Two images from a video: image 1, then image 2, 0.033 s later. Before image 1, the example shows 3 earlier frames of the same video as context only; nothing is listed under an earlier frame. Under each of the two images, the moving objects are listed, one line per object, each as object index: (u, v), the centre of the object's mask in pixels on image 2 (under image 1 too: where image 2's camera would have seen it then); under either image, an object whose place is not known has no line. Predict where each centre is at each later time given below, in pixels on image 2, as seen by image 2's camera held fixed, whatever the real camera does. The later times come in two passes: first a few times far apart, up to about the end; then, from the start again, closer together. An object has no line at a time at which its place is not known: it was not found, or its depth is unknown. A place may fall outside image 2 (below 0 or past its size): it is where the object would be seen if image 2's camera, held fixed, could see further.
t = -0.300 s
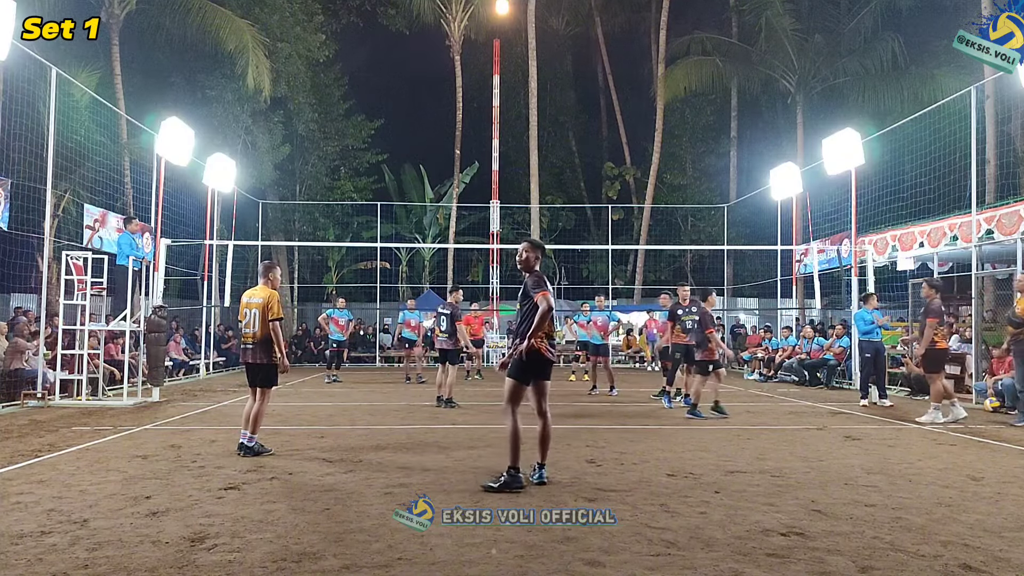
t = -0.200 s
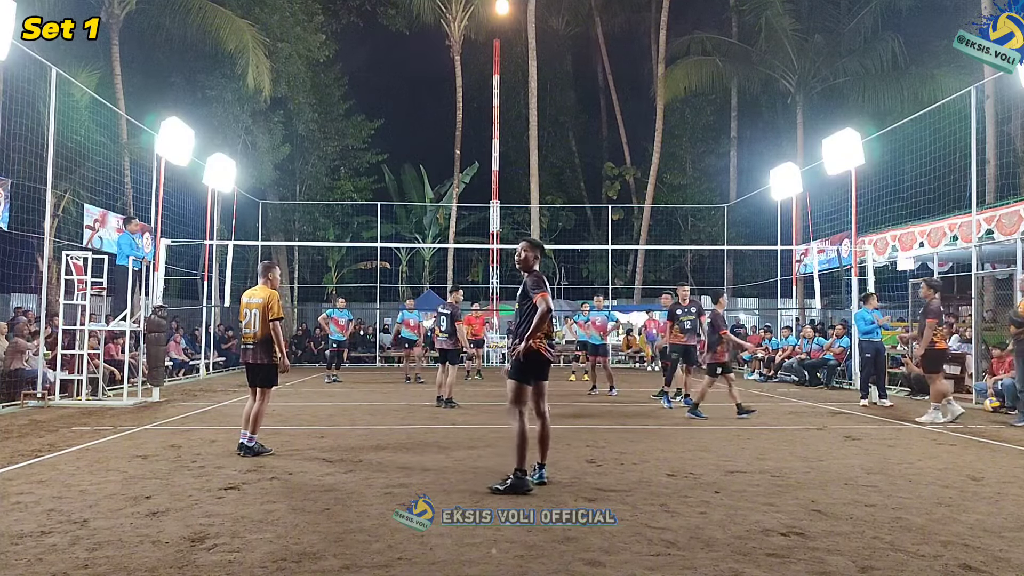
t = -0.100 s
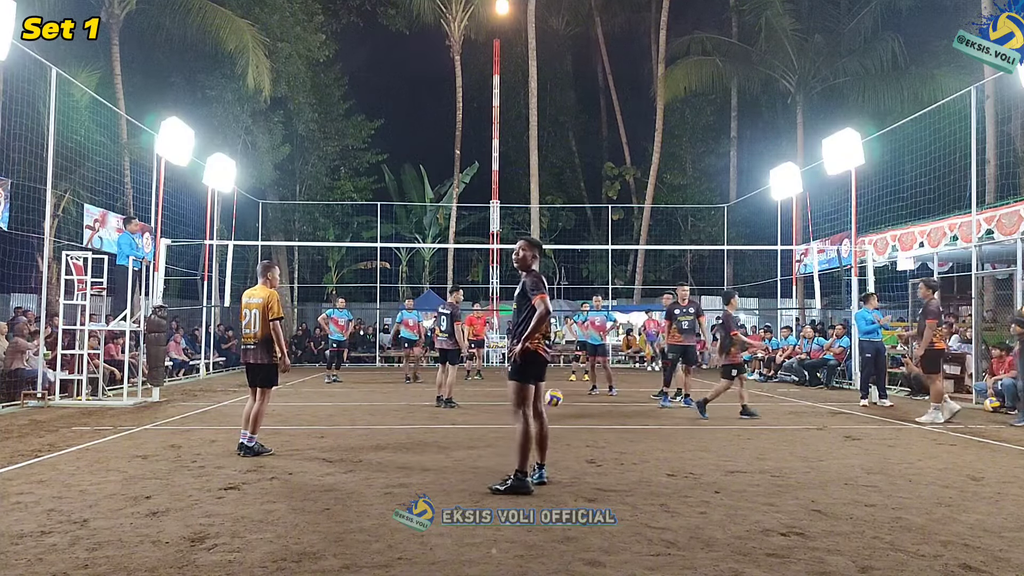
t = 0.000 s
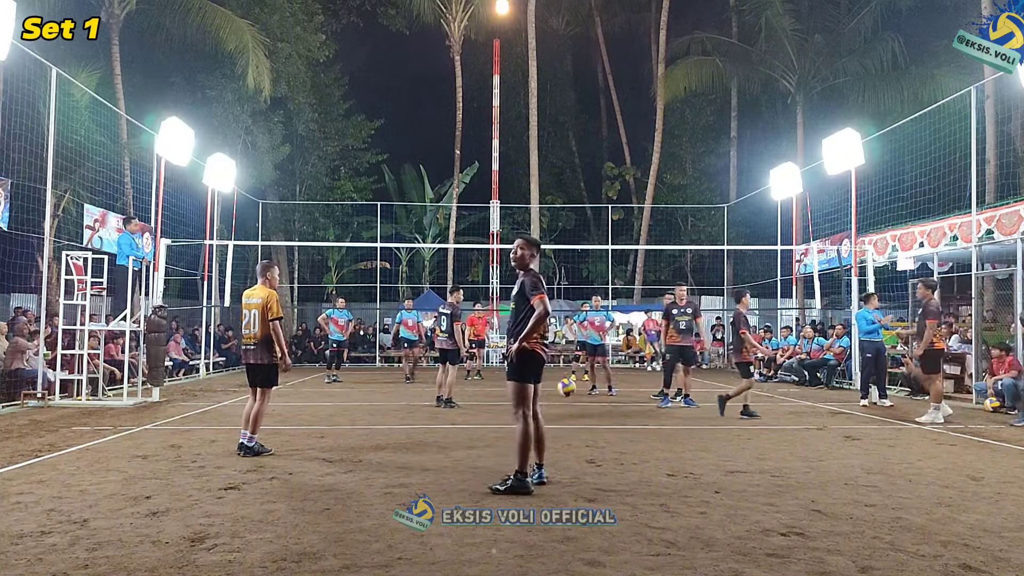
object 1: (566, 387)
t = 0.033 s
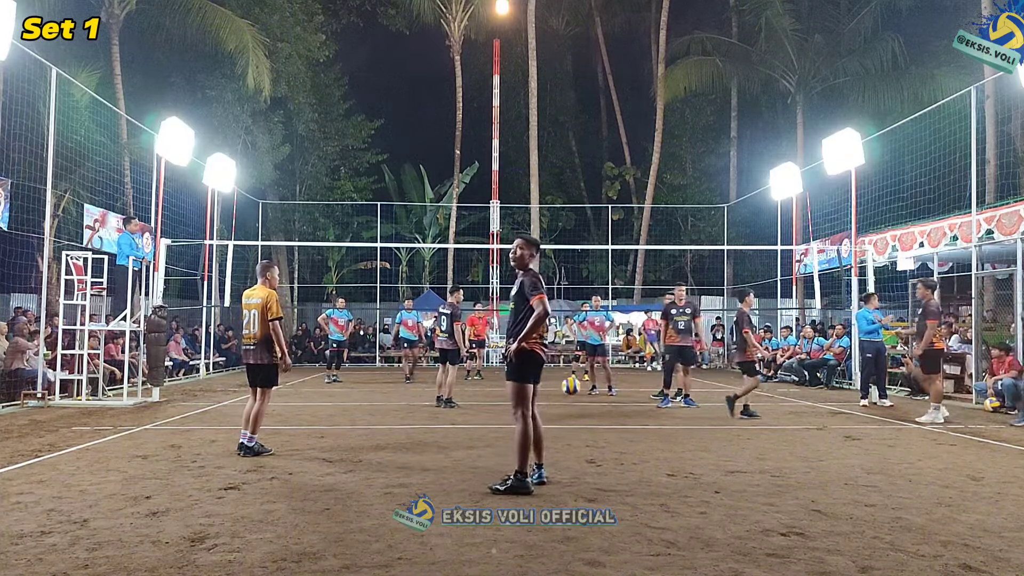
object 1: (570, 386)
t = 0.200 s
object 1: (595, 393)
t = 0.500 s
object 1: (646, 416)
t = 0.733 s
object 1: (697, 426)
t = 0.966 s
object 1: (759, 453)
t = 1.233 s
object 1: (853, 479)
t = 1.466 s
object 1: (962, 507)
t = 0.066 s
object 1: (575, 385)
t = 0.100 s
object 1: (579, 385)
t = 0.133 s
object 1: (585, 387)
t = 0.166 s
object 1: (590, 390)
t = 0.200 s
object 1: (595, 393)
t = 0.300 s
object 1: (611, 411)
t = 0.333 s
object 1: (616, 419)
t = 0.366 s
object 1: (622, 430)
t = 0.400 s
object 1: (628, 428)
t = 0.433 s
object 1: (634, 423)
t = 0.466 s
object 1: (639, 419)
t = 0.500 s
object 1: (646, 416)
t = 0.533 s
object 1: (653, 413)
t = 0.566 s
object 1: (660, 412)
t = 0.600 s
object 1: (667, 413)
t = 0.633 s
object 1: (673, 413)
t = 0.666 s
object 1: (681, 416)
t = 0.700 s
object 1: (689, 420)
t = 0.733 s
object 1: (697, 426)
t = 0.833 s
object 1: (721, 452)
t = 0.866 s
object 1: (731, 458)
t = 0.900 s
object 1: (740, 455)
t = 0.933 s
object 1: (749, 453)
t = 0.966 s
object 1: (759, 453)
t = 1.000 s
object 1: (769, 454)
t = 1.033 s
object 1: (779, 458)
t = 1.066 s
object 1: (792, 462)
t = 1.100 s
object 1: (803, 468)
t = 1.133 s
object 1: (815, 476)
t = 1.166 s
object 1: (827, 481)
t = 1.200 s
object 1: (840, 479)
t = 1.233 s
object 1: (853, 479)
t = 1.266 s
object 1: (867, 480)
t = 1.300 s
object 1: (880, 483)
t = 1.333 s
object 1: (896, 488)
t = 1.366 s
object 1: (911, 496)
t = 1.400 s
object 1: (927, 506)
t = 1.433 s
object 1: (944, 507)
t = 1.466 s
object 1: (962, 507)
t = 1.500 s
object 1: (979, 509)
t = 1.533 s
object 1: (999, 512)
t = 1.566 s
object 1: (1012, 517)
